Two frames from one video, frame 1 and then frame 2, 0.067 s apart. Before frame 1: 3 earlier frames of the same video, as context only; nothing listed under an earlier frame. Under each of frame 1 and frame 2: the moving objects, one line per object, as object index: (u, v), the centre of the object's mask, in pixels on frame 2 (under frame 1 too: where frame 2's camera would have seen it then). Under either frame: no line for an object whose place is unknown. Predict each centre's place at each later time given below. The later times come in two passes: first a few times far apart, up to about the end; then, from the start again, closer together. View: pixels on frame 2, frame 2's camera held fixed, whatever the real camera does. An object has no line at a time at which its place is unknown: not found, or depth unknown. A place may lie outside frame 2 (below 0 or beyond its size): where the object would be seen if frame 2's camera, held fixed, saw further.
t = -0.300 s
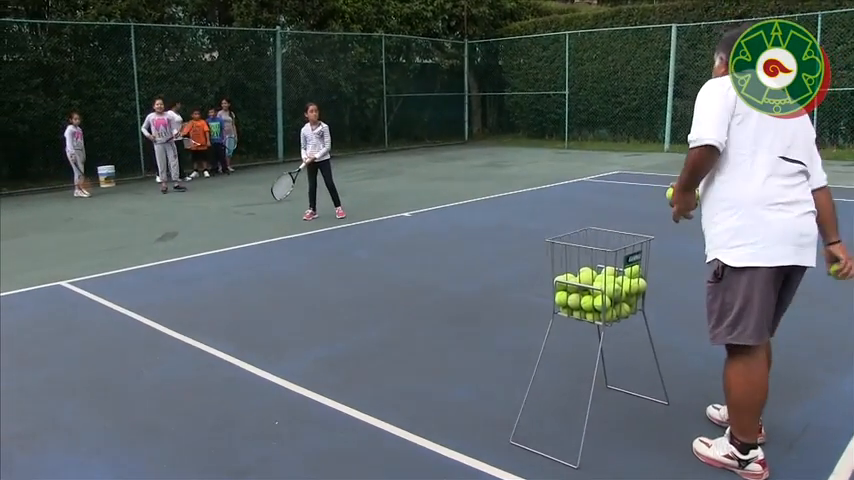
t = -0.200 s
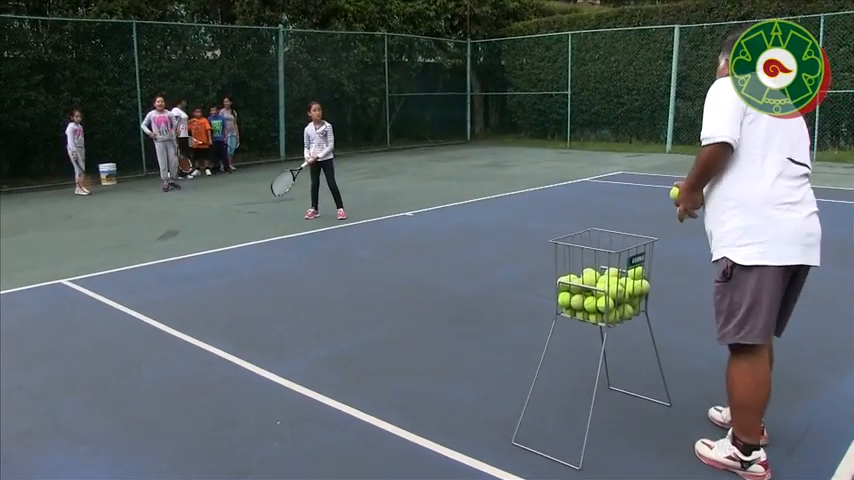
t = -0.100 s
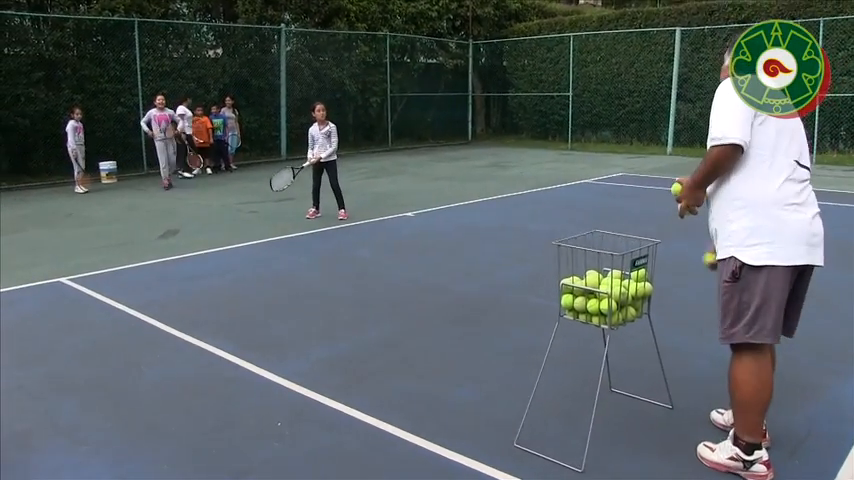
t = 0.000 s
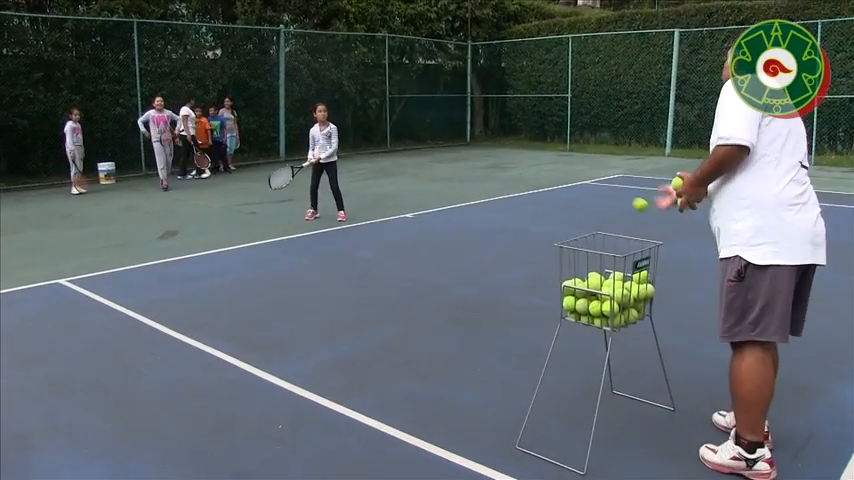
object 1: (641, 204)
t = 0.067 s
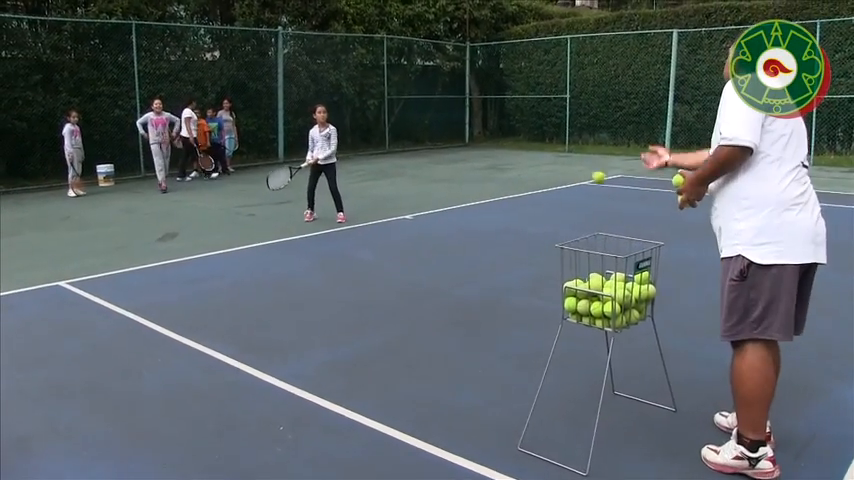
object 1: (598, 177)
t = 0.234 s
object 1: (515, 152)
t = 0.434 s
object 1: (439, 180)
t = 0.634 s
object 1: (382, 247)
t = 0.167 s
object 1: (546, 155)
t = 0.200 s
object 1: (530, 152)
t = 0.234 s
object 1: (515, 152)
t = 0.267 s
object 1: (500, 153)
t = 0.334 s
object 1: (474, 160)
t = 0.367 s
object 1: (462, 165)
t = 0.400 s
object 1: (450, 172)
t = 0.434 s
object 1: (439, 180)
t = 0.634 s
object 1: (382, 247)
